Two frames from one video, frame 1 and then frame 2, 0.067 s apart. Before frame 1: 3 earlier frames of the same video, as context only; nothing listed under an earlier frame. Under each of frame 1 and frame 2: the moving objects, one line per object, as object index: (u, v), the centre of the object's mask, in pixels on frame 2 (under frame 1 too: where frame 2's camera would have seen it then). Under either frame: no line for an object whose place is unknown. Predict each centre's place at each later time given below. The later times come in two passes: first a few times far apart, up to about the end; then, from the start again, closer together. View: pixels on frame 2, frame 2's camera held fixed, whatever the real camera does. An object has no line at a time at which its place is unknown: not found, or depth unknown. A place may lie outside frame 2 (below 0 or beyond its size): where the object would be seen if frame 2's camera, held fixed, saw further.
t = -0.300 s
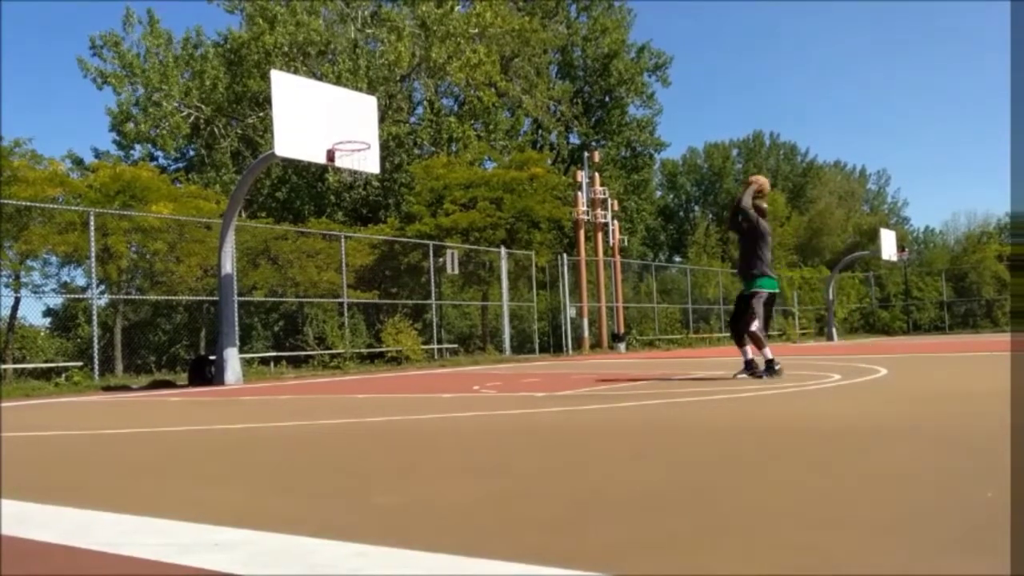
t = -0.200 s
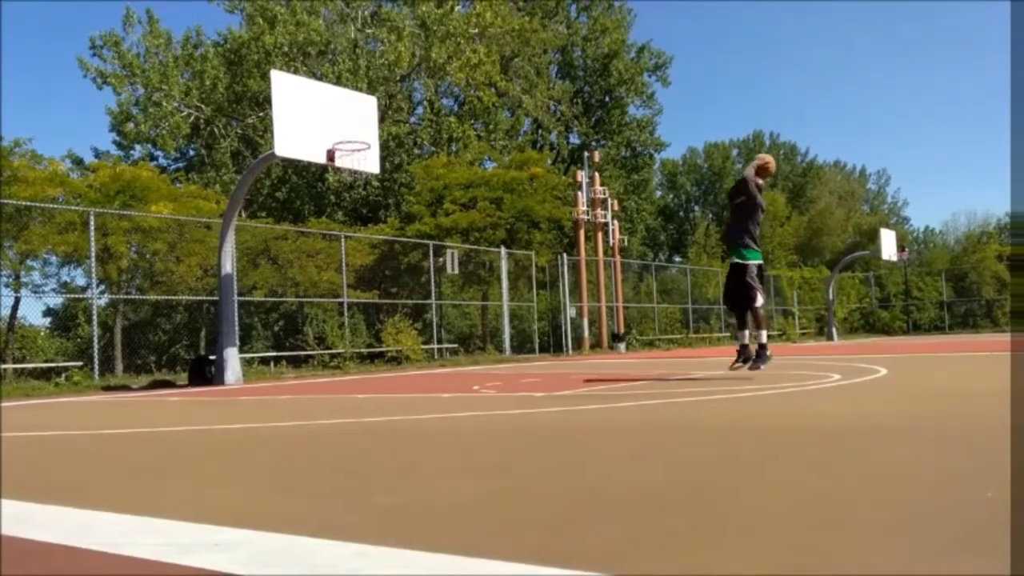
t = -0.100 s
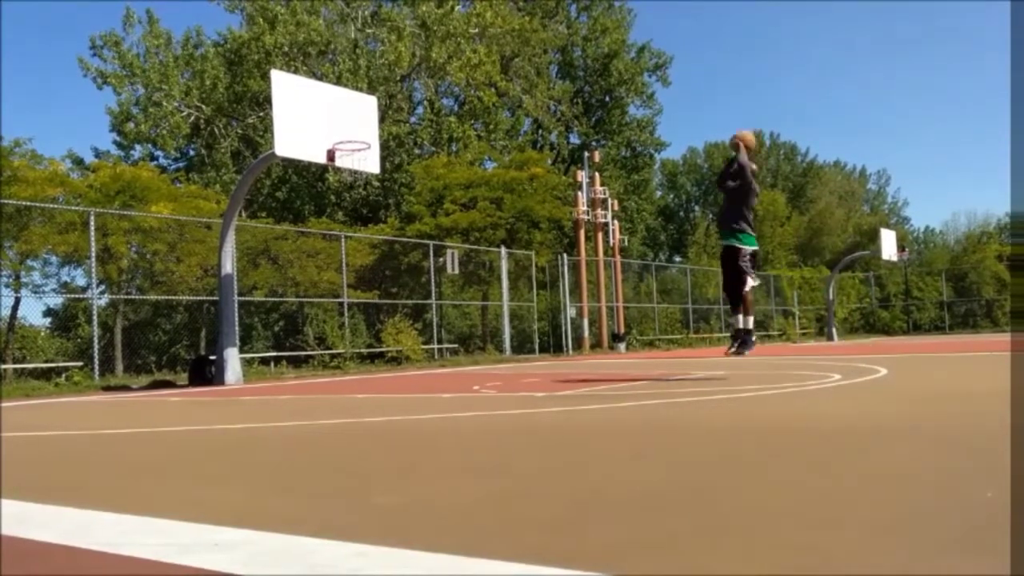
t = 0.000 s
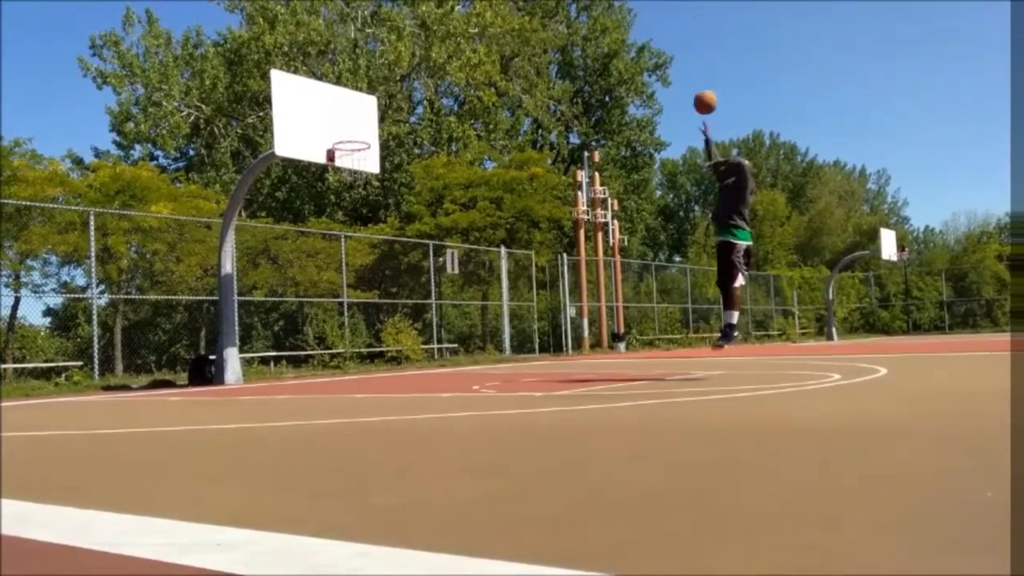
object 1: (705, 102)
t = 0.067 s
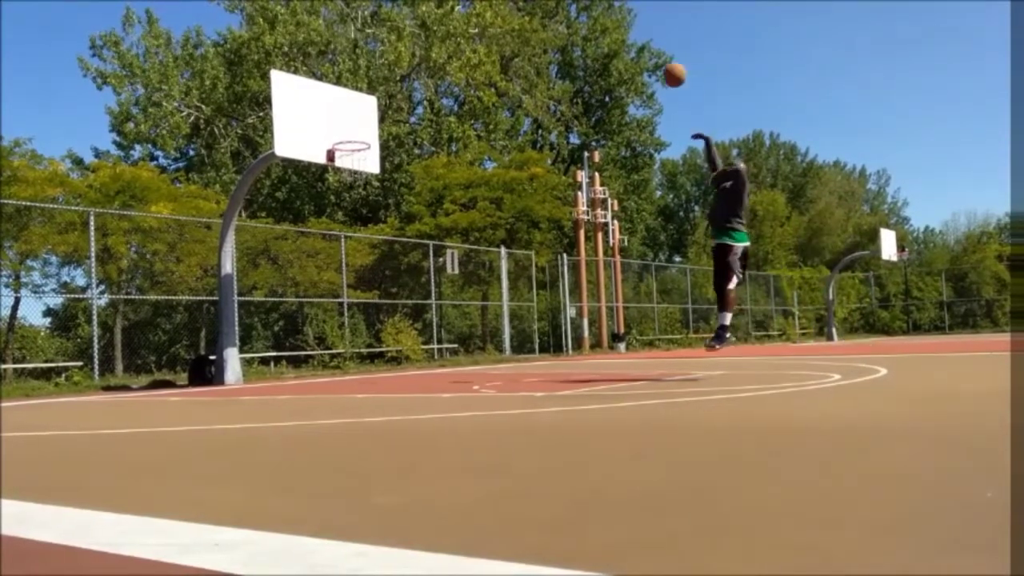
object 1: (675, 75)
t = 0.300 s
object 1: (578, 17)
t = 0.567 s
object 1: (485, 14)
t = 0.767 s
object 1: (426, 48)
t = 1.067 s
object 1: (349, 149)
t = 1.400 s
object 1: (345, 154)
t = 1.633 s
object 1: (352, 172)
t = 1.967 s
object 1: (360, 238)
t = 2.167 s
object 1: (367, 316)
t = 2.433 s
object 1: (378, 316)
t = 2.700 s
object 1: (390, 258)
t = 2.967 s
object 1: (404, 250)
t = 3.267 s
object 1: (424, 305)
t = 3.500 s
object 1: (440, 354)
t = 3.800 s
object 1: (458, 292)
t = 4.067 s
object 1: (476, 300)
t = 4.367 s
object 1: (497, 364)
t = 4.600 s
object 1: (512, 321)
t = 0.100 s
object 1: (660, 62)
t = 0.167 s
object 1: (632, 43)
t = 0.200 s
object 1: (617, 35)
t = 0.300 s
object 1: (578, 17)
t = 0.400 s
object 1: (542, 9)
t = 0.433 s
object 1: (530, 9)
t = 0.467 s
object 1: (519, 8)
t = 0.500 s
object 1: (508, 9)
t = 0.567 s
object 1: (485, 14)
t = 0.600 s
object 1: (476, 17)
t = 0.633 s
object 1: (464, 22)
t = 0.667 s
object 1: (455, 28)
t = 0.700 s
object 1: (445, 33)
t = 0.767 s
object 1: (426, 48)
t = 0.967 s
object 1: (373, 110)
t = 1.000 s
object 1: (365, 122)
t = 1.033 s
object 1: (357, 135)
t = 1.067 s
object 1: (349, 149)
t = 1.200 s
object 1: (346, 152)
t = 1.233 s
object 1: (346, 152)
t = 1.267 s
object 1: (345, 152)
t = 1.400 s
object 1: (345, 154)
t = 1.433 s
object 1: (346, 155)
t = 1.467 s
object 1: (347, 156)
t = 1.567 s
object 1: (350, 164)
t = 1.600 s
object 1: (350, 168)
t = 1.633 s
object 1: (352, 172)
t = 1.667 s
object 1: (351, 175)
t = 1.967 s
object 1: (360, 238)
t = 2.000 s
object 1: (361, 249)
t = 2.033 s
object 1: (363, 261)
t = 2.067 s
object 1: (364, 273)
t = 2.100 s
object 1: (365, 286)
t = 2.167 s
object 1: (367, 316)
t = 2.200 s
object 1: (368, 330)
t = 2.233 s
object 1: (369, 348)
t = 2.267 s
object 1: (371, 364)
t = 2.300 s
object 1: (372, 367)
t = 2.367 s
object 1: (375, 340)
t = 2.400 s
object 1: (376, 328)
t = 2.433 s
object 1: (378, 316)
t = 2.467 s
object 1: (379, 306)
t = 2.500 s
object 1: (381, 297)
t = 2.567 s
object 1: (384, 280)
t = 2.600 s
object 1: (385, 272)
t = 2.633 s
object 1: (387, 266)
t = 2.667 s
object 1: (389, 261)
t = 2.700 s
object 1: (390, 258)
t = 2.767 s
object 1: (393, 250)
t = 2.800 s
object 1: (394, 250)
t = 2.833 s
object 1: (395, 249)
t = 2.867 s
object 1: (397, 249)
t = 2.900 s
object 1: (399, 249)
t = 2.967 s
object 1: (404, 250)
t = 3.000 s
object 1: (406, 253)
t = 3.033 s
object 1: (410, 257)
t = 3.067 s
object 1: (411, 262)
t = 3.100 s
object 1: (413, 266)
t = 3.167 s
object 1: (418, 279)
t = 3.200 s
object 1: (420, 287)
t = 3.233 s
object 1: (422, 296)
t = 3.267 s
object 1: (424, 305)
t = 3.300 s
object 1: (426, 314)
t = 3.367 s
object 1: (431, 337)
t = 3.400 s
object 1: (433, 349)
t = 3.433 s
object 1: (436, 363)
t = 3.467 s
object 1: (438, 365)
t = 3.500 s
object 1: (440, 354)
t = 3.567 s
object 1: (443, 335)
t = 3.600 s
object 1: (445, 326)
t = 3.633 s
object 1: (447, 319)
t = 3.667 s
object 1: (449, 312)
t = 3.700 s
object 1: (451, 307)
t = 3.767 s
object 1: (455, 298)
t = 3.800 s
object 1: (458, 292)
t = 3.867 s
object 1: (463, 289)
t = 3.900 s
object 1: (465, 289)
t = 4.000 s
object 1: (472, 294)
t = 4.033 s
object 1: (474, 297)
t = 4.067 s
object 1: (476, 300)
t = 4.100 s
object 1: (479, 305)
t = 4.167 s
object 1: (483, 317)
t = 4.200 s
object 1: (486, 324)
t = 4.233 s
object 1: (489, 331)
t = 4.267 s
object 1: (491, 339)
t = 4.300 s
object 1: (494, 349)
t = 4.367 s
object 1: (497, 364)
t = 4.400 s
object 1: (500, 356)
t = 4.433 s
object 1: (502, 348)
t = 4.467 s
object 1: (503, 341)
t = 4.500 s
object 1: (506, 335)
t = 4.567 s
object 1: (509, 325)
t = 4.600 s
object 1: (512, 321)
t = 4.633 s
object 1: (514, 319)
